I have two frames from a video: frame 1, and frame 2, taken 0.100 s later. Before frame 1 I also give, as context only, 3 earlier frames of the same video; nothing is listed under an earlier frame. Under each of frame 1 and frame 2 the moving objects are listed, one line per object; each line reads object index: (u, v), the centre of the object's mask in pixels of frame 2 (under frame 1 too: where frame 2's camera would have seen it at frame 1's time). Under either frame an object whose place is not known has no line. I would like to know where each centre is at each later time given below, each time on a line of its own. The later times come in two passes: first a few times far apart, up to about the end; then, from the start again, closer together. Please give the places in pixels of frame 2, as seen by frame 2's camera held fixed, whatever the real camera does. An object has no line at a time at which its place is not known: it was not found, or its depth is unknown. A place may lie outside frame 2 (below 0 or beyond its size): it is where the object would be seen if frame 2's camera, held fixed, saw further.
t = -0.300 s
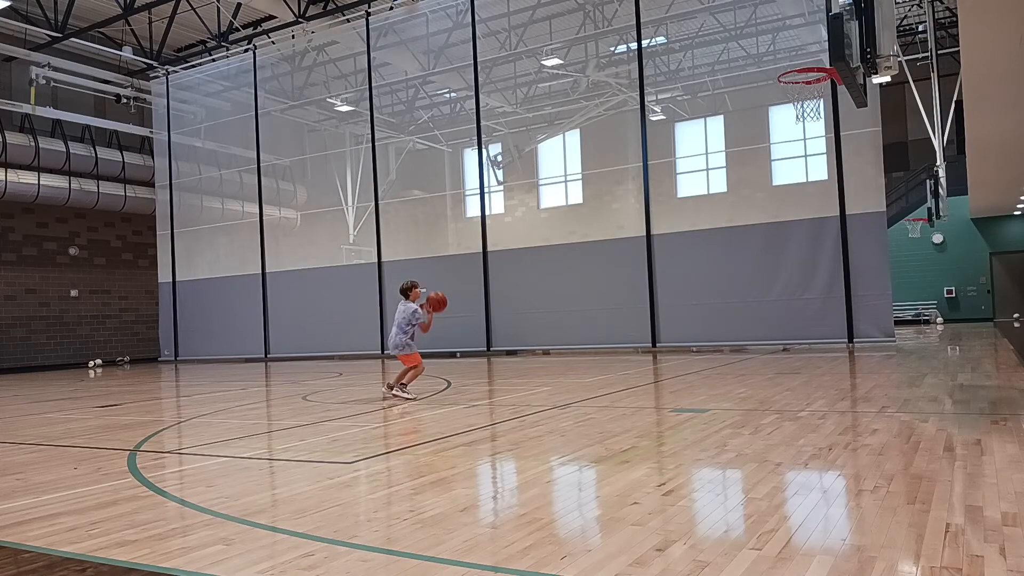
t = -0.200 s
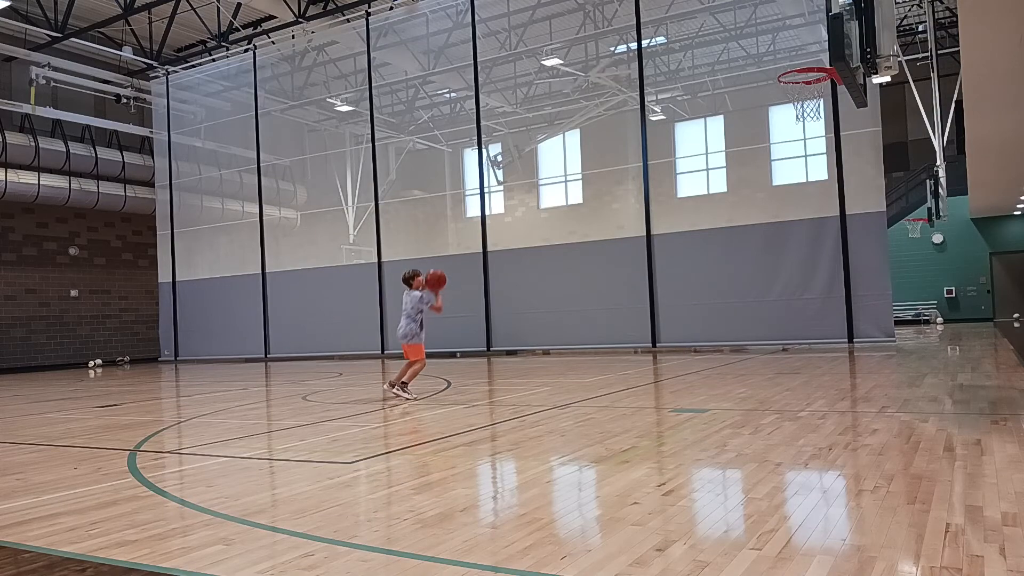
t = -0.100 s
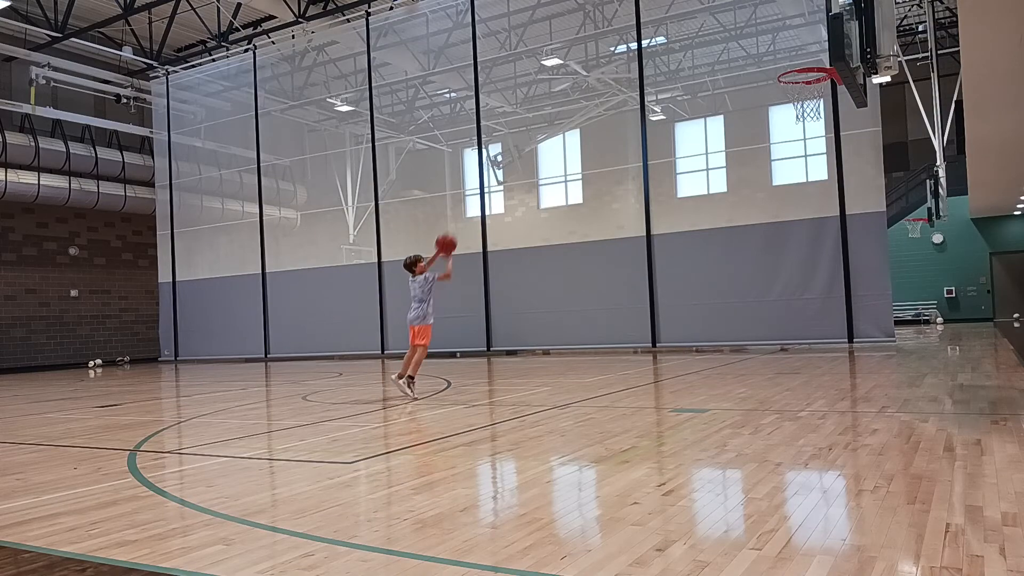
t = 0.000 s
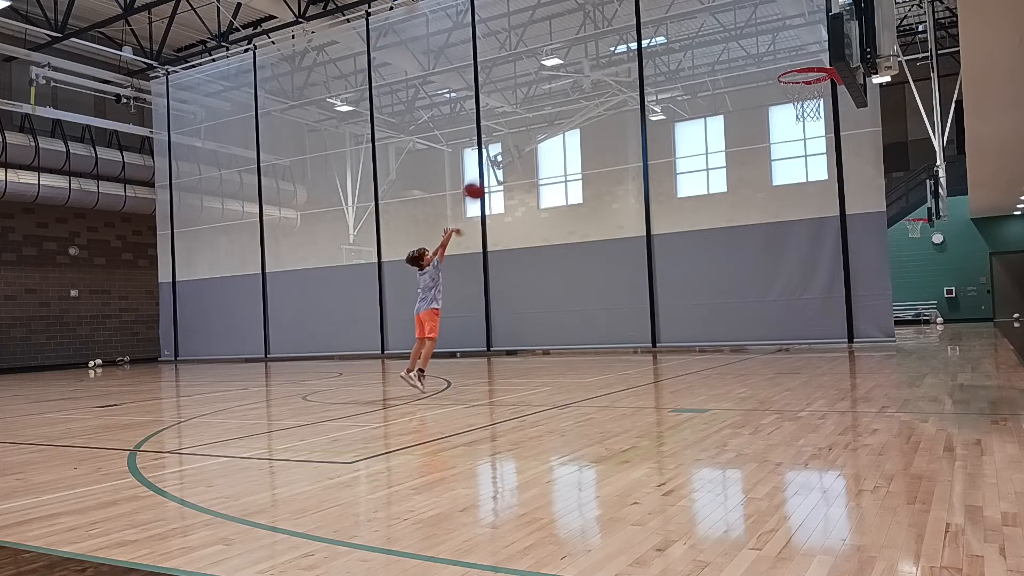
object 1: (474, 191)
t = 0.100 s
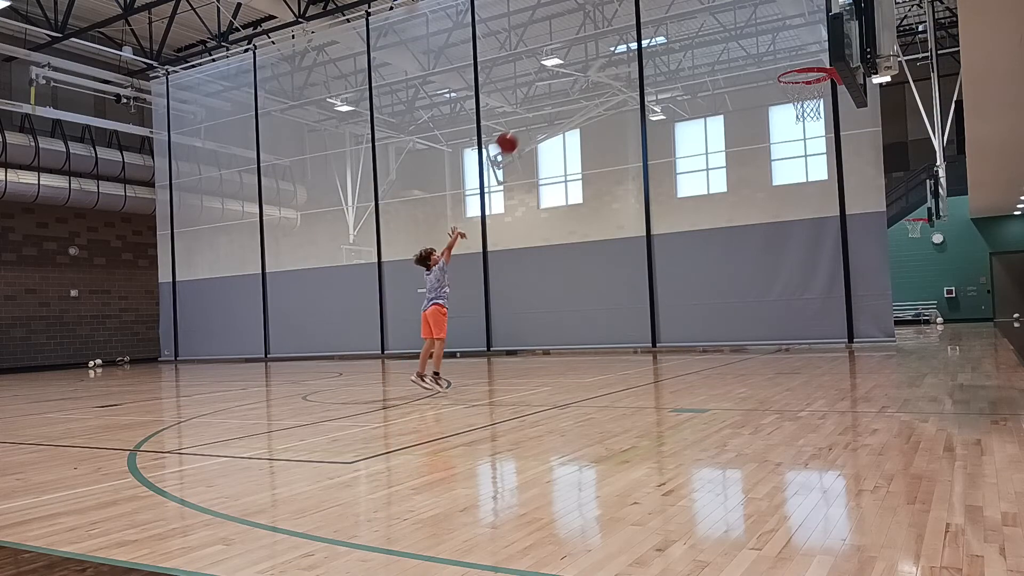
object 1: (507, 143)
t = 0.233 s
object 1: (551, 90)
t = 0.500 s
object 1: (649, 30)
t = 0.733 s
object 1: (741, 32)
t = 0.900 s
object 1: (813, 66)
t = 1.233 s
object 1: (841, 115)
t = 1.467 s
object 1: (881, 189)
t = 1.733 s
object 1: (935, 354)
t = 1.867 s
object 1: (944, 322)
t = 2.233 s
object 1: (958, 198)
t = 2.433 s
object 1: (969, 192)
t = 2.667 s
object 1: (985, 241)
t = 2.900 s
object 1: (1006, 353)
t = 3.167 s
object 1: (1016, 285)
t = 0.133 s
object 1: (517, 129)
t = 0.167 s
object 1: (529, 115)
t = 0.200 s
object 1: (540, 102)
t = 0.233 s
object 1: (551, 90)
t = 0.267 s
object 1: (564, 80)
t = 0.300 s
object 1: (575, 70)
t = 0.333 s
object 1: (587, 61)
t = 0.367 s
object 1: (599, 52)
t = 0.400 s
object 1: (612, 45)
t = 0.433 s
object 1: (624, 39)
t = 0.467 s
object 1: (636, 33)
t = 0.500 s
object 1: (649, 30)
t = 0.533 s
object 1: (662, 27)
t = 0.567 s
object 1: (675, 25)
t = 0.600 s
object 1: (688, 24)
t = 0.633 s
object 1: (701, 24)
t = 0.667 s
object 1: (714, 26)
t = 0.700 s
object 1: (728, 29)
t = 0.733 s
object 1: (741, 32)
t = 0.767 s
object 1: (755, 37)
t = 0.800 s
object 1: (770, 43)
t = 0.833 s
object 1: (784, 50)
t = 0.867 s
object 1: (798, 58)
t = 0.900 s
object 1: (813, 66)
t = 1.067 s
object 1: (813, 96)
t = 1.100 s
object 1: (821, 100)
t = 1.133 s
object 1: (826, 103)
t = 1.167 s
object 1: (831, 106)
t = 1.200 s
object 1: (836, 110)
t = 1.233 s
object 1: (841, 115)
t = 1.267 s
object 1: (846, 122)
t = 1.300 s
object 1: (852, 130)
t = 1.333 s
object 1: (858, 139)
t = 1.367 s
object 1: (864, 150)
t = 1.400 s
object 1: (869, 161)
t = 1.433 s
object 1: (875, 175)
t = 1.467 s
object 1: (881, 189)
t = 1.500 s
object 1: (888, 206)
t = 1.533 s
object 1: (894, 221)
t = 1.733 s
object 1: (935, 354)
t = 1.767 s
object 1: (942, 378)
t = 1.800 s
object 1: (943, 361)
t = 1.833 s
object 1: (944, 341)
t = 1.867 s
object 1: (944, 322)
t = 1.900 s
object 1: (946, 306)
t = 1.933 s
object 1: (947, 289)
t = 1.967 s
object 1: (947, 274)
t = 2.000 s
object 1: (949, 261)
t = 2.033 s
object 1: (950, 248)
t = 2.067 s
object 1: (951, 237)
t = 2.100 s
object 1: (952, 227)
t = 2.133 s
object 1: (954, 218)
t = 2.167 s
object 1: (955, 210)
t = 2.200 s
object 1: (956, 204)
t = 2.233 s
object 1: (958, 198)
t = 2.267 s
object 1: (960, 194)
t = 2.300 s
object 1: (961, 191)
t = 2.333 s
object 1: (963, 190)
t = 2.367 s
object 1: (964, 189)
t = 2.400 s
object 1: (967, 190)
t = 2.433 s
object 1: (969, 192)
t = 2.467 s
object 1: (971, 195)
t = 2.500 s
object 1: (973, 200)
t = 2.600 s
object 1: (980, 221)
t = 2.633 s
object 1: (983, 230)
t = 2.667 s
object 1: (985, 241)
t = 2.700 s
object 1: (988, 253)
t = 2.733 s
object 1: (991, 267)
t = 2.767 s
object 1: (994, 282)
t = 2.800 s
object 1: (997, 297)
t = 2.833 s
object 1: (1000, 315)
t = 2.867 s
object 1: (1003, 333)
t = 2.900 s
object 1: (1006, 353)
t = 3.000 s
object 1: (1010, 347)
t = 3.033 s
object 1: (1011, 332)
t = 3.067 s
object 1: (1013, 318)
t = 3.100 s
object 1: (1014, 306)
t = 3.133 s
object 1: (1015, 296)
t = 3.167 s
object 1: (1016, 285)
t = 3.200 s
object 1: (1016, 276)
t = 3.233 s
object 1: (1017, 269)
